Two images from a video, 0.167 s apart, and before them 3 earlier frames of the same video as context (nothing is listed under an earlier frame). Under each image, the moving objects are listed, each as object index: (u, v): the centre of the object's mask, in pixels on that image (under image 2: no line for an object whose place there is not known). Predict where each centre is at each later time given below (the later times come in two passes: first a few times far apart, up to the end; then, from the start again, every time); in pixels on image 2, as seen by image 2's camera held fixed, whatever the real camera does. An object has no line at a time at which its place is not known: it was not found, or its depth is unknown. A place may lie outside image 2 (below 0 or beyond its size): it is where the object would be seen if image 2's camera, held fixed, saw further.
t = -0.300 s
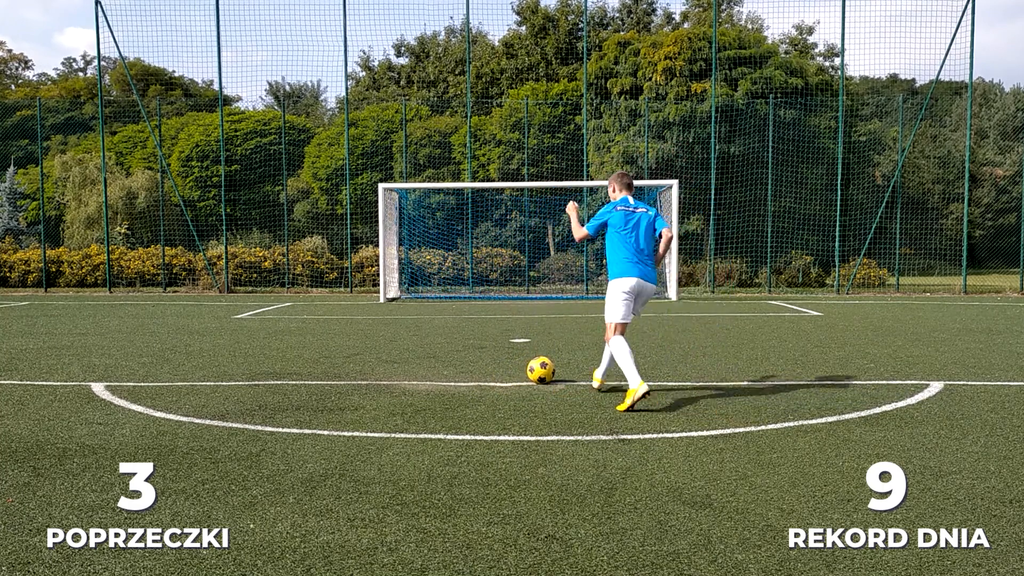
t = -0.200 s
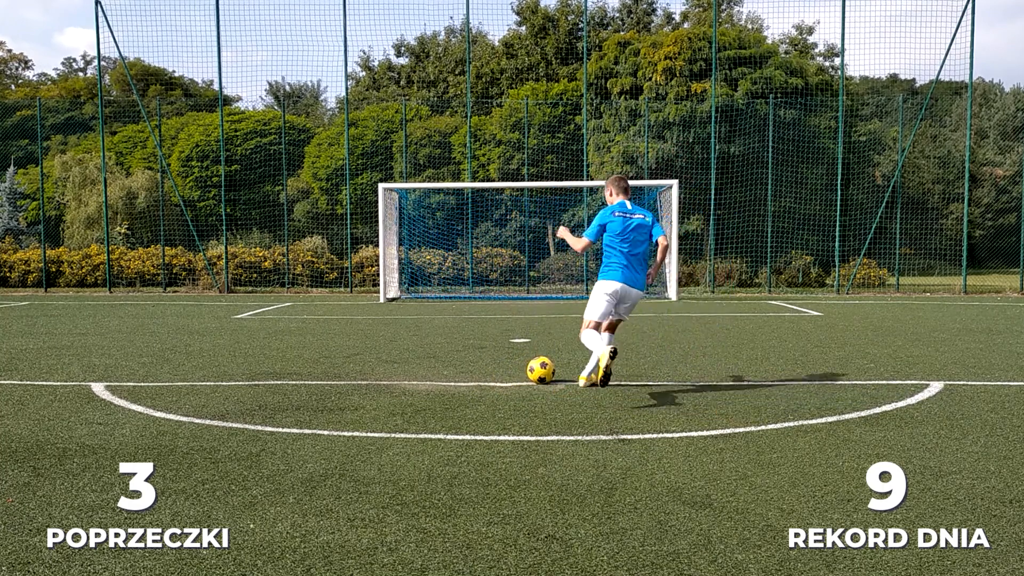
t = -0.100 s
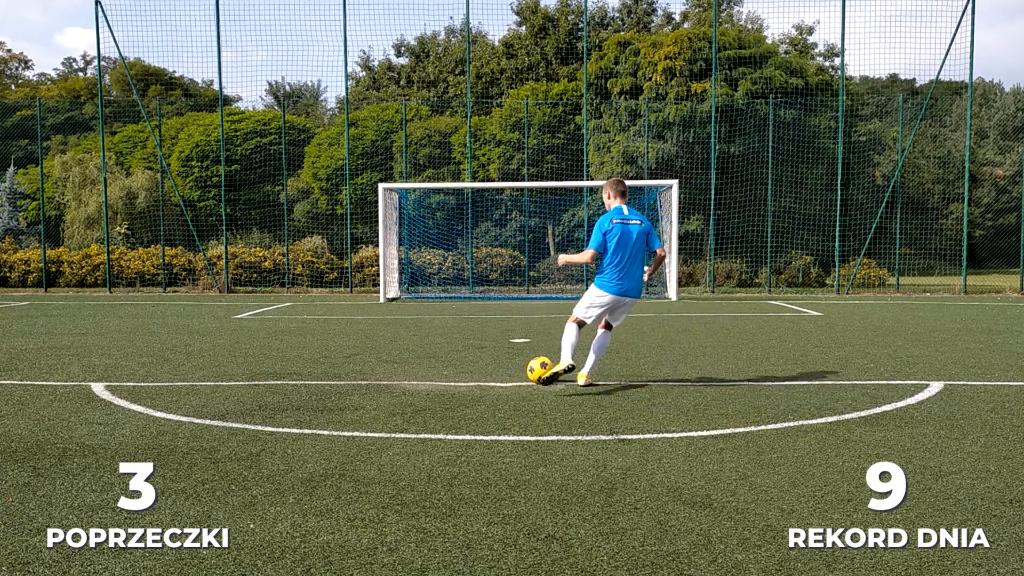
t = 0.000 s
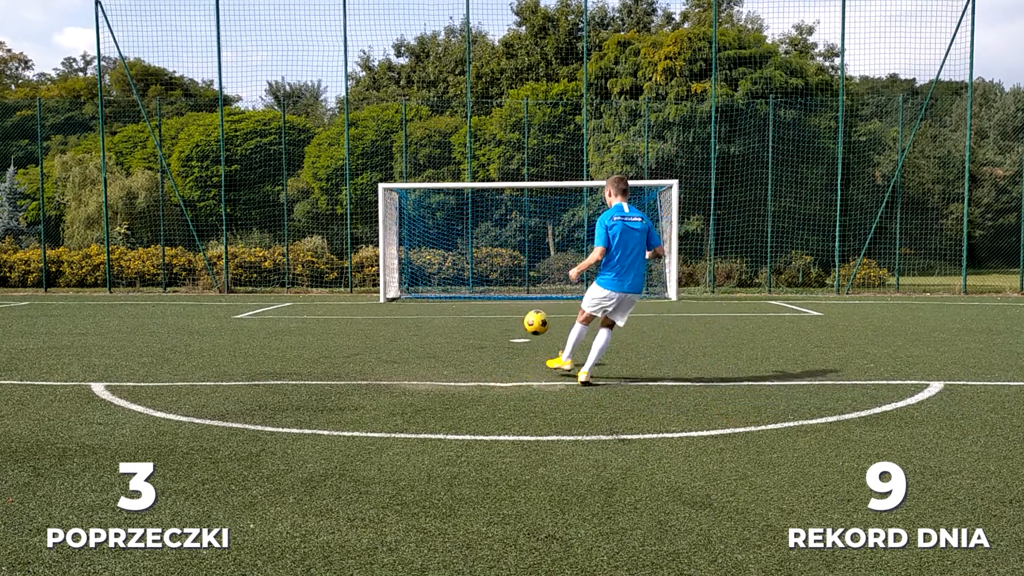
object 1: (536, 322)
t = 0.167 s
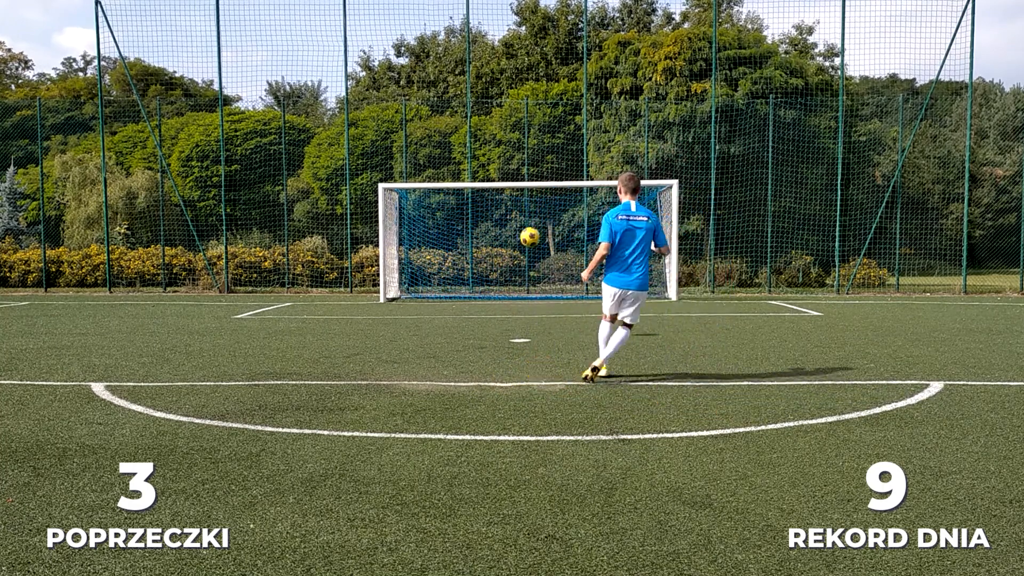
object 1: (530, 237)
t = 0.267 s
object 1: (529, 211)
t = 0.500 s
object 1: (529, 188)
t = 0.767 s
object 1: (531, 251)
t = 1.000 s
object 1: (533, 233)
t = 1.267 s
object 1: (536, 232)
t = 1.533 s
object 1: (539, 275)
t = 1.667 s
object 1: (540, 243)
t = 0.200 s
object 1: (529, 227)
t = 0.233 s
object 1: (529, 218)
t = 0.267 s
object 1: (529, 211)
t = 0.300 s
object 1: (529, 205)
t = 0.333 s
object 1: (529, 199)
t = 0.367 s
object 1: (528, 195)
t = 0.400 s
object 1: (529, 192)
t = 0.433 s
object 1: (528, 190)
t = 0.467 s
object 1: (529, 188)
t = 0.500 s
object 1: (529, 188)
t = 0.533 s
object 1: (529, 187)
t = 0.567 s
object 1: (530, 187)
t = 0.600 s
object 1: (530, 188)
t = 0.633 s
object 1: (530, 189)
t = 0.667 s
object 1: (531, 195)
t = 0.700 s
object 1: (531, 214)
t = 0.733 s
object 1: (531, 232)
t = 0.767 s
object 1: (531, 251)
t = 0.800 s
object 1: (531, 270)
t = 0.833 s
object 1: (531, 289)
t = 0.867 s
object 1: (532, 290)
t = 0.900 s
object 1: (532, 275)
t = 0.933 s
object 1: (532, 260)
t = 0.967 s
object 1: (532, 246)
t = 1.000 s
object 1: (533, 233)
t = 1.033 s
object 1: (533, 220)
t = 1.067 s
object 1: (534, 209)
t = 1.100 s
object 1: (534, 197)
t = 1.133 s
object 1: (535, 195)
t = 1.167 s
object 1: (535, 203)
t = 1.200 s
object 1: (536, 212)
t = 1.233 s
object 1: (536, 222)
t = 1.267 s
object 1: (536, 232)
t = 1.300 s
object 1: (537, 243)
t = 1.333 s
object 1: (538, 255)
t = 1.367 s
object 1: (538, 267)
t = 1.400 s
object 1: (539, 280)
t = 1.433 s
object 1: (539, 293)
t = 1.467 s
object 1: (539, 294)
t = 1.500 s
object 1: (539, 284)
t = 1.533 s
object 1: (539, 275)
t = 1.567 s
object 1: (540, 266)
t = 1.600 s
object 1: (540, 258)
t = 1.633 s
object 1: (540, 250)
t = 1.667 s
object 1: (540, 243)
